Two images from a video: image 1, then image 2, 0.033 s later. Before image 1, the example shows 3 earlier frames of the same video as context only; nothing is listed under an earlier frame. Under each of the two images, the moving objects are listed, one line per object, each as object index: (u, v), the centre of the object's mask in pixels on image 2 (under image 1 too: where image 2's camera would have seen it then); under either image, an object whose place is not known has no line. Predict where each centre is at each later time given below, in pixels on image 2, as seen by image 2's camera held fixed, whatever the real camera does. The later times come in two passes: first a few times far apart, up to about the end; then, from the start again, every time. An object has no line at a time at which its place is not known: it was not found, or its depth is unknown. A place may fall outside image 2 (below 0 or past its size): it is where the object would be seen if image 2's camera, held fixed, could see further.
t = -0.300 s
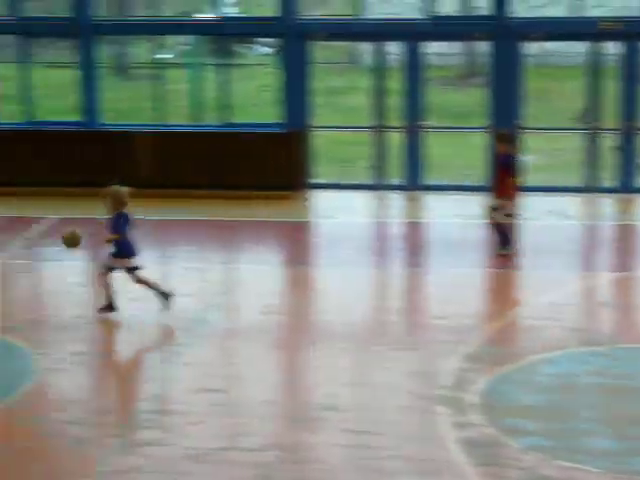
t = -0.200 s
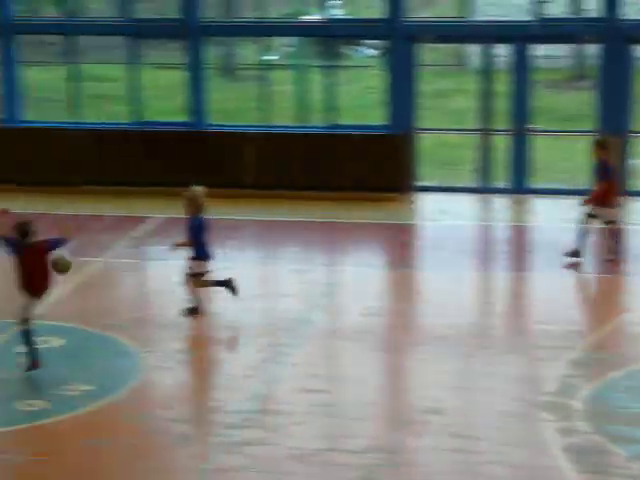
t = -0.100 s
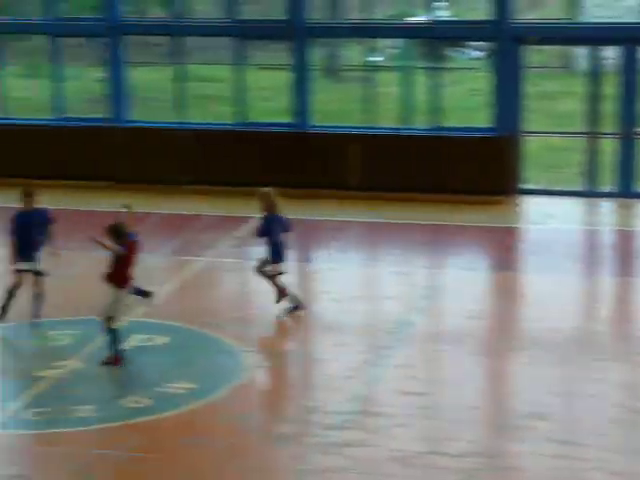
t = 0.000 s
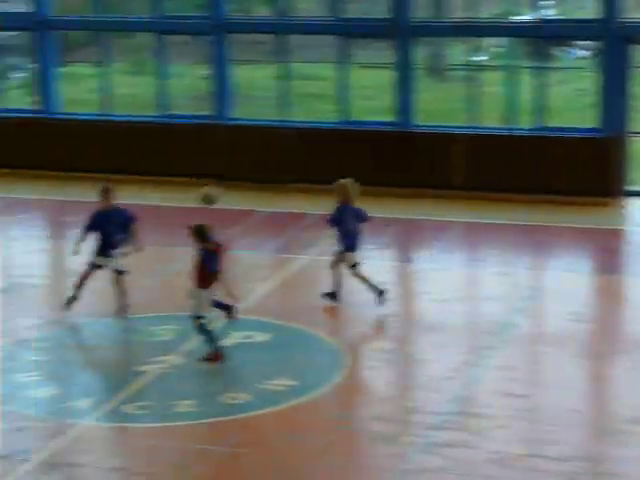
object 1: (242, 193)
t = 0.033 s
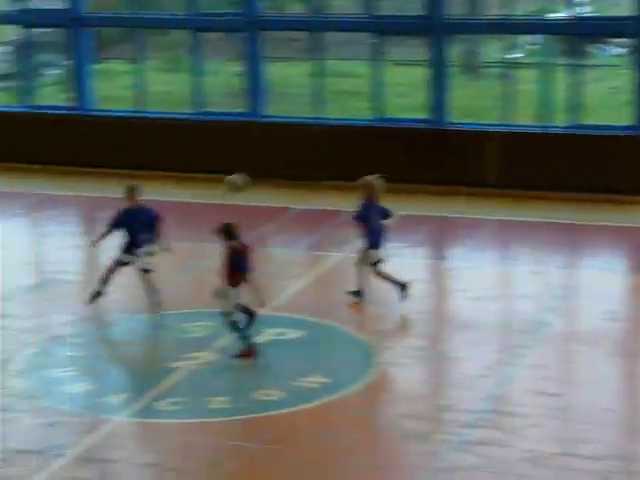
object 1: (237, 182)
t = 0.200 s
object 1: (207, 156)
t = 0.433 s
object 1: (170, 161)
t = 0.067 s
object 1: (231, 173)
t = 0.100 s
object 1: (225, 167)
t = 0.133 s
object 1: (218, 163)
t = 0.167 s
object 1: (212, 160)
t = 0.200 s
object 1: (207, 156)
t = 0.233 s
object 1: (201, 154)
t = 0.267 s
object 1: (196, 153)
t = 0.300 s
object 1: (190, 153)
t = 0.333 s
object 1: (185, 154)
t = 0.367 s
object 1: (180, 156)
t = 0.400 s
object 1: (175, 158)
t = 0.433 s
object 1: (170, 161)
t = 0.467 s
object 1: (165, 165)
